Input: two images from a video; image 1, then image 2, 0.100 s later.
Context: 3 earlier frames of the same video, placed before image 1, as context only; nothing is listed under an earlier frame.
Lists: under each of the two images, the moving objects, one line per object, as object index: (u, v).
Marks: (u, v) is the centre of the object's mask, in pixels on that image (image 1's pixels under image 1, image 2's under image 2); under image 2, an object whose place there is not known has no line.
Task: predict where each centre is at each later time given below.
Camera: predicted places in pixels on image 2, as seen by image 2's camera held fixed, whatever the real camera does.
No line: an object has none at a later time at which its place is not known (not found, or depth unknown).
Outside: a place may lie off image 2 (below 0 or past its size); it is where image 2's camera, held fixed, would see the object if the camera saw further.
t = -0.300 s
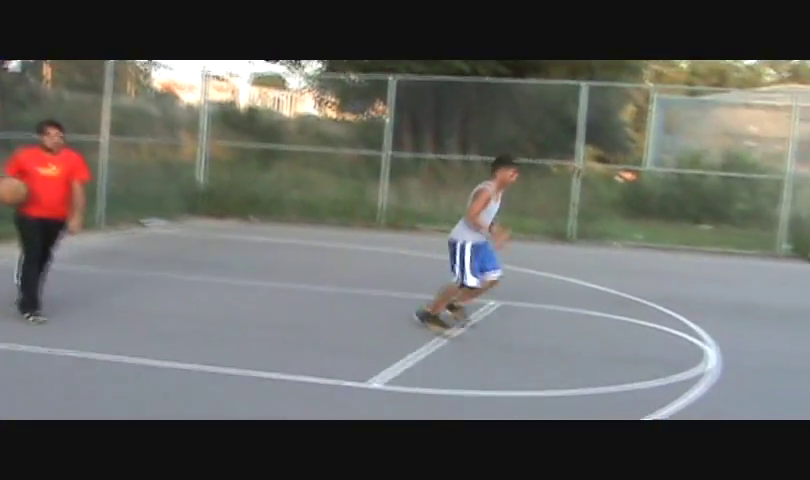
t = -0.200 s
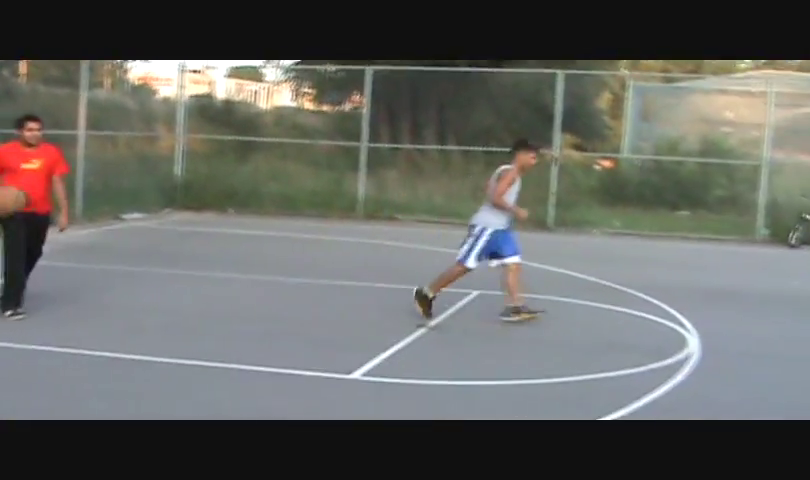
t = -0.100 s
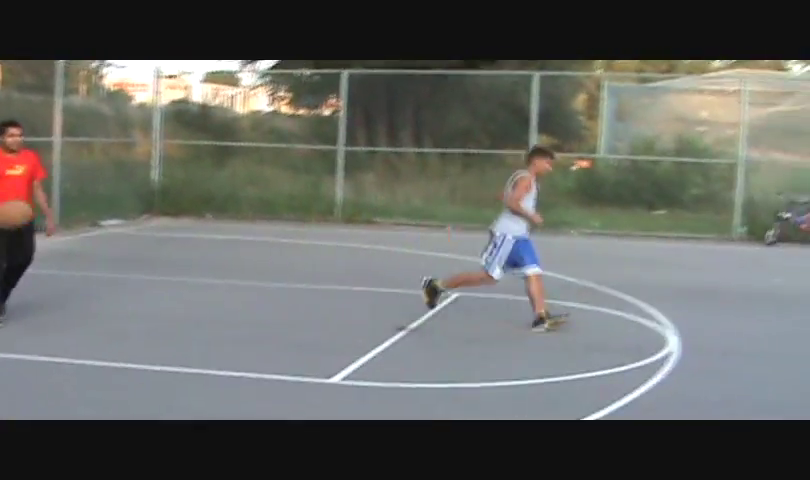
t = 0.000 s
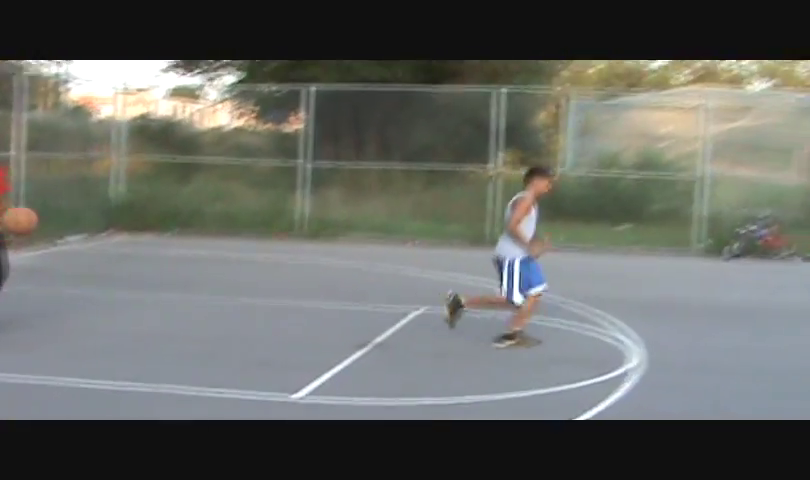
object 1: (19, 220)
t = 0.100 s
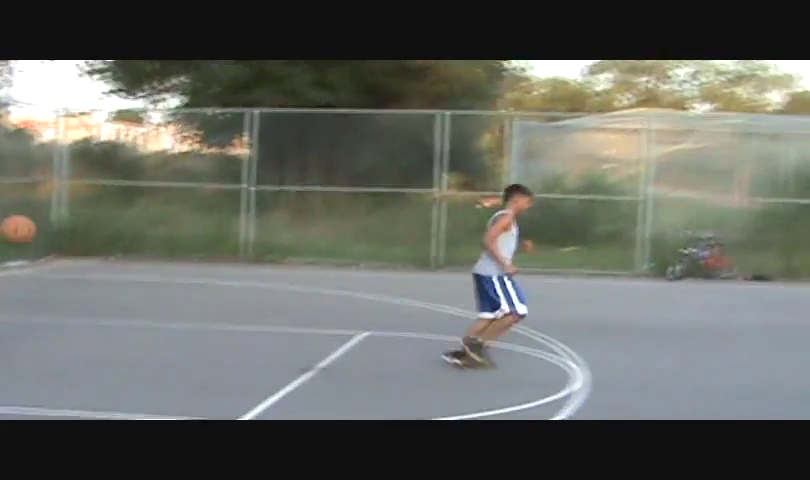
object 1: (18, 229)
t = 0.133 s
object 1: (36, 226)
